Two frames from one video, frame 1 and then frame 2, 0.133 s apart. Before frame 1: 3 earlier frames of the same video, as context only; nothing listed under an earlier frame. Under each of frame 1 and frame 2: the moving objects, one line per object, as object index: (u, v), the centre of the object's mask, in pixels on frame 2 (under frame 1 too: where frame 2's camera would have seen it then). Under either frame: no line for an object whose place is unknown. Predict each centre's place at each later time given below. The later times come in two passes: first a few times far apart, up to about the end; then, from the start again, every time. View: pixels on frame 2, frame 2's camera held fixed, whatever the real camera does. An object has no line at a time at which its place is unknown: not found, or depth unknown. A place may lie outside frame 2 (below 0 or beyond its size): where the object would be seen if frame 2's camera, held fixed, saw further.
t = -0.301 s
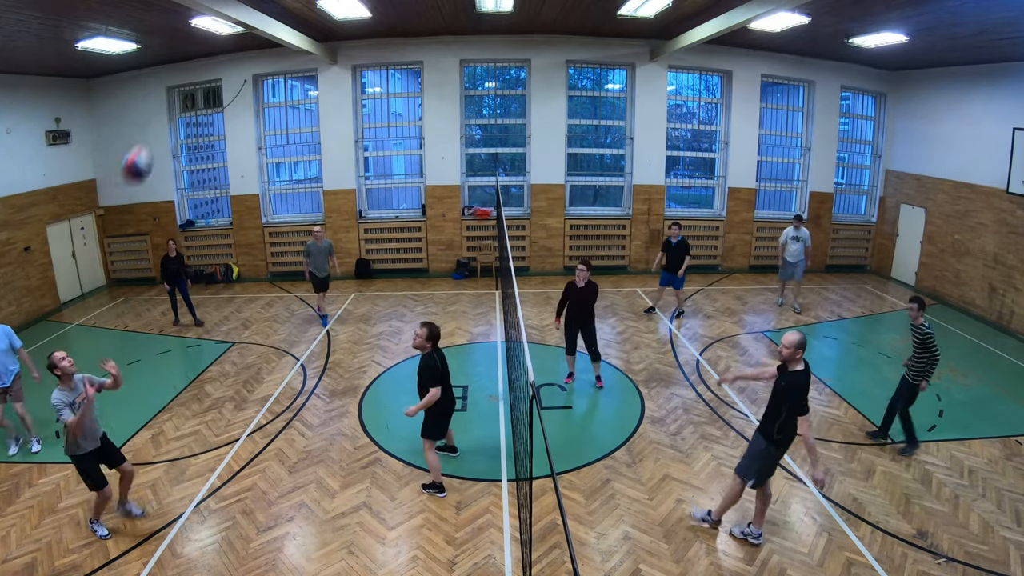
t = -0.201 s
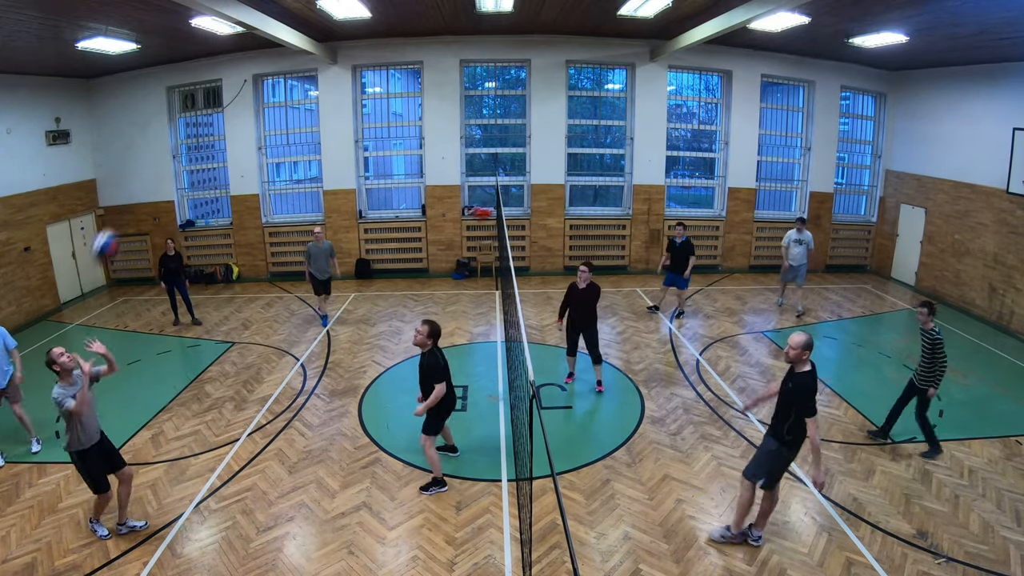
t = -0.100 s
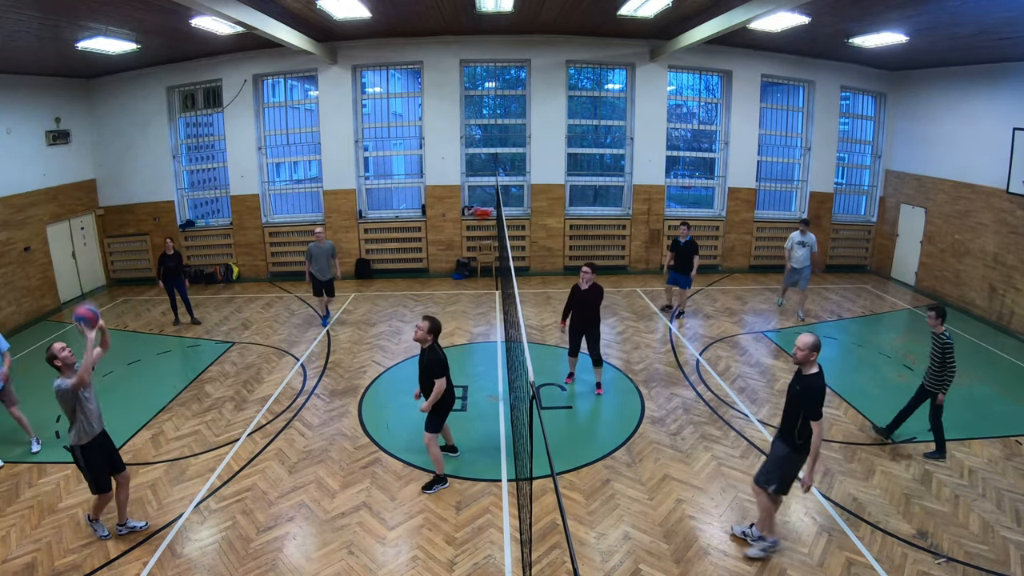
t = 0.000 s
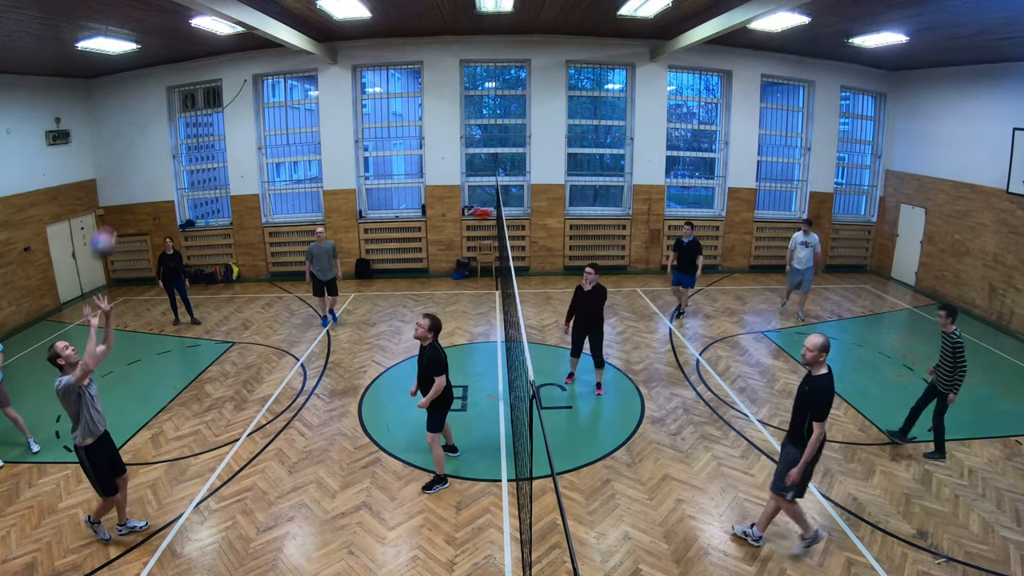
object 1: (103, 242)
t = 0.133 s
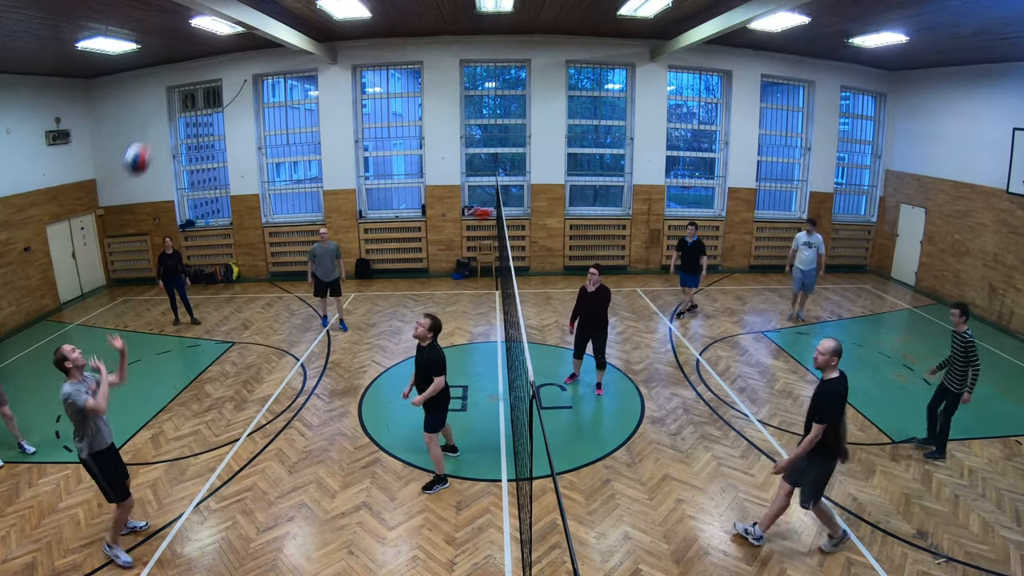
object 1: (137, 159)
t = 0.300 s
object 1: (186, 90)
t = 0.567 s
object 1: (267, 64)
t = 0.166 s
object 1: (146, 142)
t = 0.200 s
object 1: (156, 127)
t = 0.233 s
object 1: (165, 113)
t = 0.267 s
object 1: (176, 101)
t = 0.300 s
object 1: (186, 90)
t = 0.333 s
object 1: (196, 82)
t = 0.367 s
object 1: (207, 75)
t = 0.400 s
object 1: (217, 70)
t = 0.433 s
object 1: (227, 66)
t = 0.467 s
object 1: (237, 64)
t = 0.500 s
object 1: (248, 63)
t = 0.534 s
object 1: (257, 63)
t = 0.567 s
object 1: (267, 64)
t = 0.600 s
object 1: (276, 67)
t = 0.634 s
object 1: (286, 72)
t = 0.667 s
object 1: (295, 77)
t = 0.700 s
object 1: (305, 84)
